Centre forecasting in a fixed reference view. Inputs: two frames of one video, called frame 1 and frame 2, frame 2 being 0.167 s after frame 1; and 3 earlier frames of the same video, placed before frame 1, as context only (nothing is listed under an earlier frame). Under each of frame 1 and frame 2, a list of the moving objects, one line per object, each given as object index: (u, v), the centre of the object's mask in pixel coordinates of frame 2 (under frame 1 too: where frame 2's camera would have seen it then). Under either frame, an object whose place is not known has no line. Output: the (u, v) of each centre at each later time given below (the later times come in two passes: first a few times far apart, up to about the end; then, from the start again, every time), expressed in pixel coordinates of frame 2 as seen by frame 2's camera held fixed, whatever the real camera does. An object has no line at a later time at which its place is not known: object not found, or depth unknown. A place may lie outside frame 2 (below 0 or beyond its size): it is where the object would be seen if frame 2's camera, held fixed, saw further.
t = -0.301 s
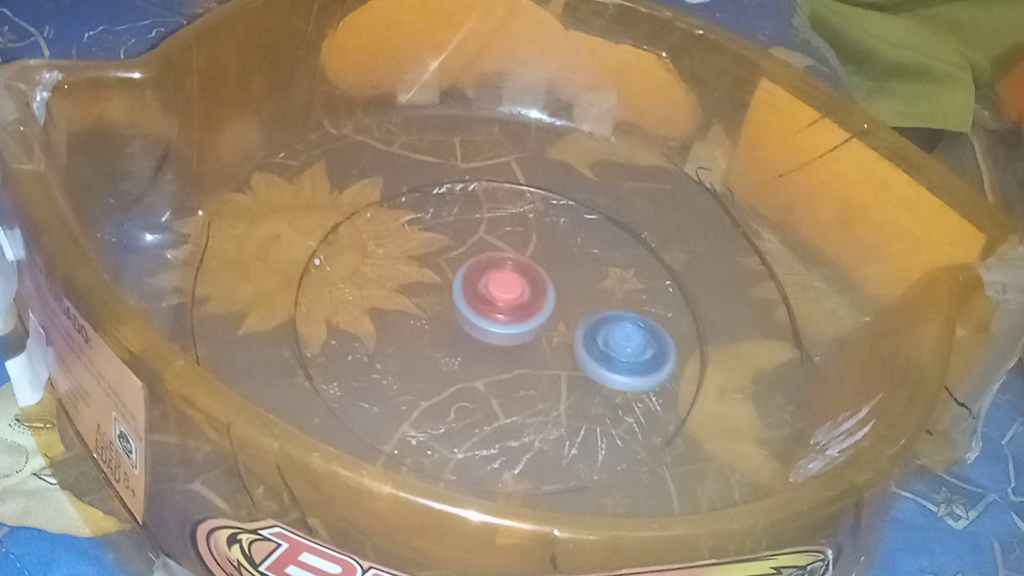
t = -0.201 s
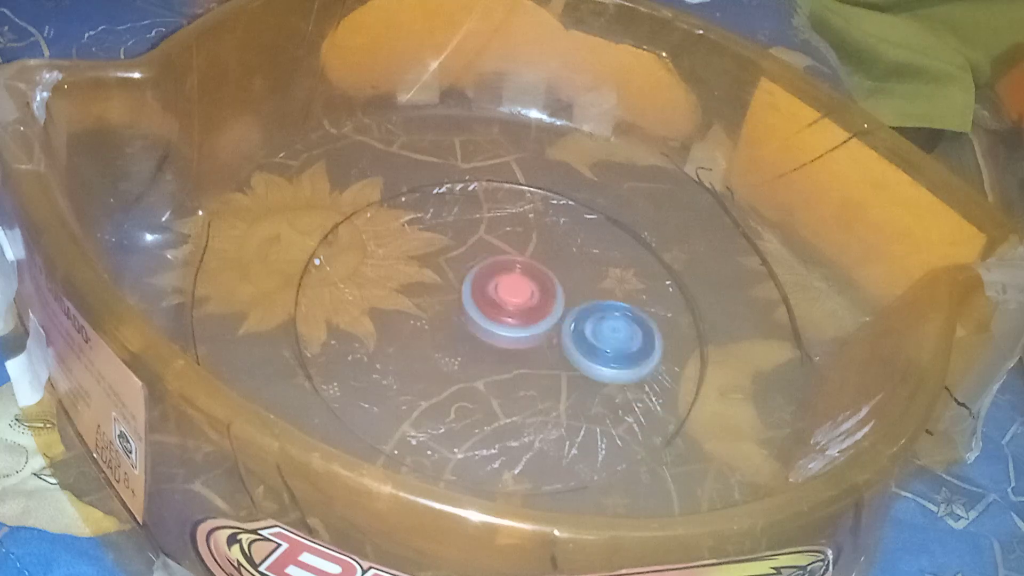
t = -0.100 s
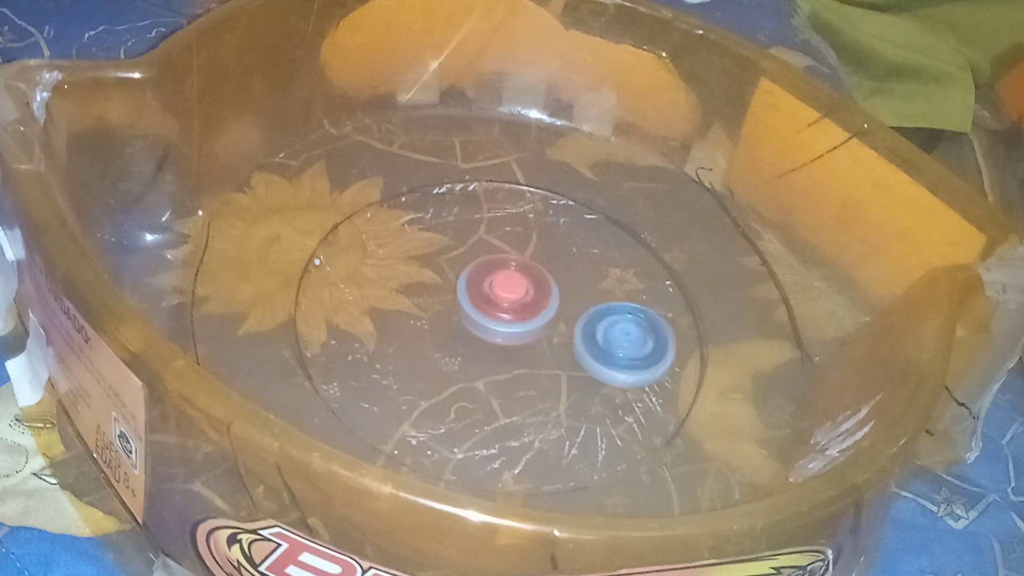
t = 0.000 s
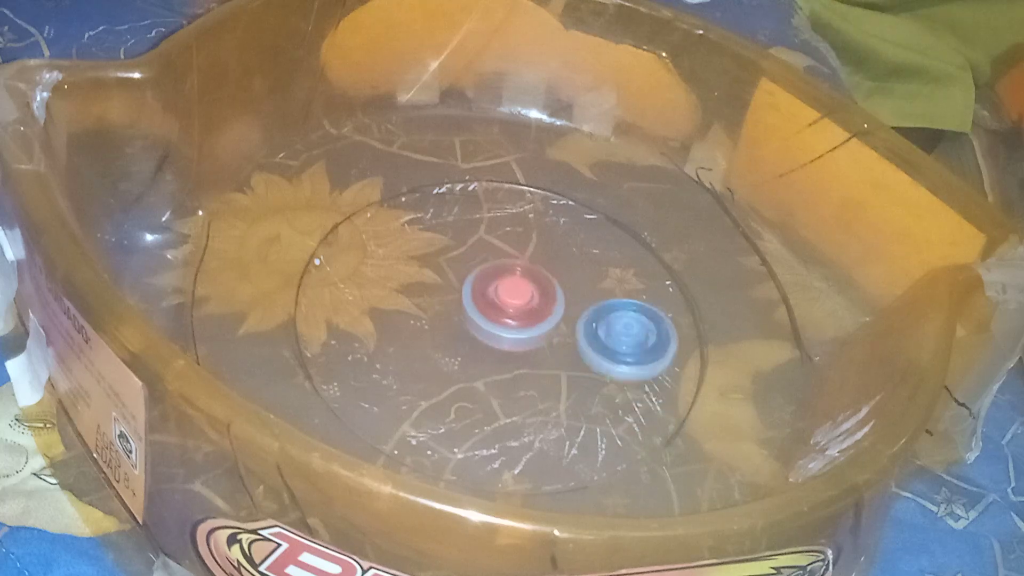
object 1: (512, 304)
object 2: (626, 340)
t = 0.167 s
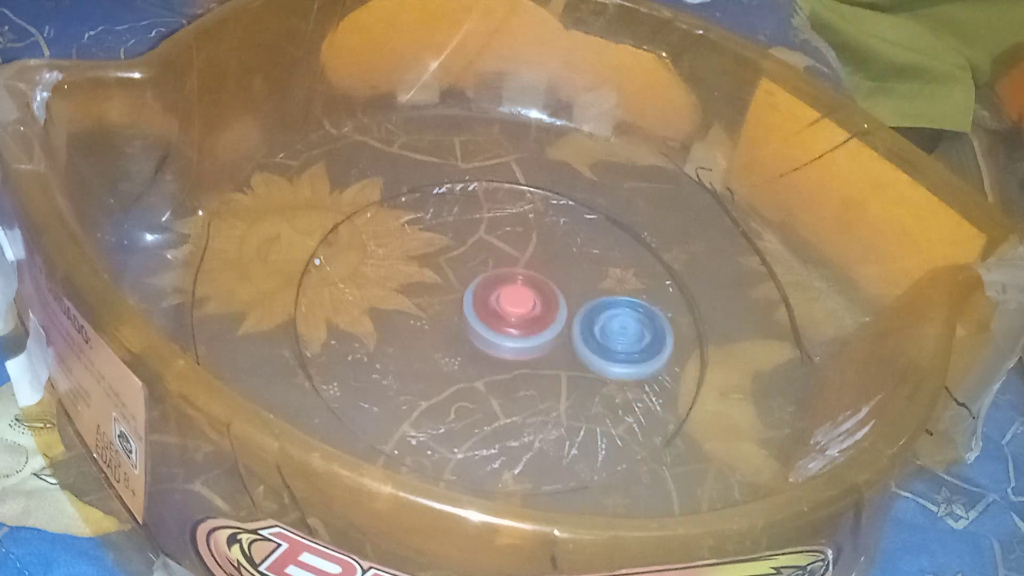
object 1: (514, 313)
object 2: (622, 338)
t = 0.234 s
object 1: (515, 318)
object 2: (621, 338)
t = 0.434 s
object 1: (500, 322)
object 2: (634, 342)
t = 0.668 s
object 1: (496, 330)
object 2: (609, 343)
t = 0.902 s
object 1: (450, 330)
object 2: (641, 357)
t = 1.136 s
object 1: (442, 337)
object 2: (624, 350)
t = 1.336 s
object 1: (450, 343)
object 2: (589, 345)
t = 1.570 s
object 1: (463, 346)
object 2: (575, 339)
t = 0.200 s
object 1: (514, 316)
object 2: (622, 337)
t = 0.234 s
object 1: (515, 318)
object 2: (621, 338)
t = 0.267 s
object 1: (510, 318)
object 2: (626, 340)
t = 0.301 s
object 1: (504, 318)
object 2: (632, 340)
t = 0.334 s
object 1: (503, 318)
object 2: (634, 342)
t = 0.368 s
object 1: (502, 319)
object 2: (635, 342)
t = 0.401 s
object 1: (501, 320)
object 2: (636, 342)
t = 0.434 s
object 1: (500, 322)
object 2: (634, 342)
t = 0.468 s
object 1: (499, 323)
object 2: (632, 340)
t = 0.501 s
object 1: (498, 324)
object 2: (630, 341)
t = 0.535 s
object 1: (498, 325)
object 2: (626, 342)
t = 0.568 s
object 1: (497, 327)
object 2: (623, 341)
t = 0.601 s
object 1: (497, 328)
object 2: (620, 342)
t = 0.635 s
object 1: (496, 329)
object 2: (614, 344)
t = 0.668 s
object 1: (496, 330)
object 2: (609, 343)
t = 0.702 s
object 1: (496, 332)
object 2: (605, 344)
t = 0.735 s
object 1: (482, 330)
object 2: (615, 349)
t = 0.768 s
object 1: (467, 328)
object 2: (626, 352)
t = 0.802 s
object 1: (459, 327)
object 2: (631, 355)
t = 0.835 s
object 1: (456, 328)
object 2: (634, 356)
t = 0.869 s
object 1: (453, 329)
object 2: (638, 356)
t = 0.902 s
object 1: (450, 330)
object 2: (641, 357)
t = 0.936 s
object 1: (448, 331)
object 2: (641, 356)
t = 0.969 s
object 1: (446, 332)
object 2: (642, 354)
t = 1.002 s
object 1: (444, 333)
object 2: (641, 354)
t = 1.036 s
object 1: (443, 333)
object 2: (637, 353)
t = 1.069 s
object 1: (443, 335)
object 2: (633, 351)
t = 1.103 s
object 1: (442, 336)
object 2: (629, 350)
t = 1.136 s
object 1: (442, 337)
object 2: (624, 350)
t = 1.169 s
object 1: (443, 337)
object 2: (617, 349)
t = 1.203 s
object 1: (443, 339)
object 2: (612, 348)
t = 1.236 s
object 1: (445, 339)
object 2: (607, 348)
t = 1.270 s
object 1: (446, 340)
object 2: (600, 348)
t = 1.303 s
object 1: (448, 342)
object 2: (594, 346)
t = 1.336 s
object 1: (450, 343)
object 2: (589, 345)
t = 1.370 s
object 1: (453, 344)
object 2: (582, 346)
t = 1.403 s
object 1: (456, 344)
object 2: (575, 344)
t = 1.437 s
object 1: (459, 345)
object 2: (570, 343)
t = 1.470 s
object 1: (460, 345)
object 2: (568, 344)
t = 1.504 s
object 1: (461, 345)
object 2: (570, 343)
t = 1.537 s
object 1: (463, 346)
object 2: (571, 341)
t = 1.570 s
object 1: (463, 346)
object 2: (575, 339)
